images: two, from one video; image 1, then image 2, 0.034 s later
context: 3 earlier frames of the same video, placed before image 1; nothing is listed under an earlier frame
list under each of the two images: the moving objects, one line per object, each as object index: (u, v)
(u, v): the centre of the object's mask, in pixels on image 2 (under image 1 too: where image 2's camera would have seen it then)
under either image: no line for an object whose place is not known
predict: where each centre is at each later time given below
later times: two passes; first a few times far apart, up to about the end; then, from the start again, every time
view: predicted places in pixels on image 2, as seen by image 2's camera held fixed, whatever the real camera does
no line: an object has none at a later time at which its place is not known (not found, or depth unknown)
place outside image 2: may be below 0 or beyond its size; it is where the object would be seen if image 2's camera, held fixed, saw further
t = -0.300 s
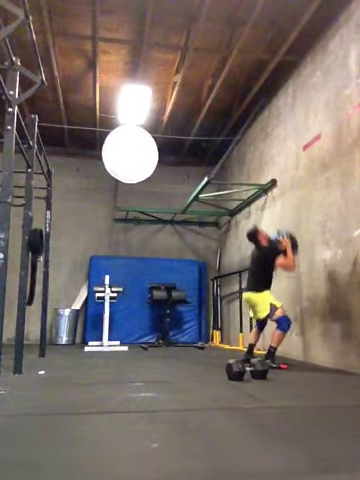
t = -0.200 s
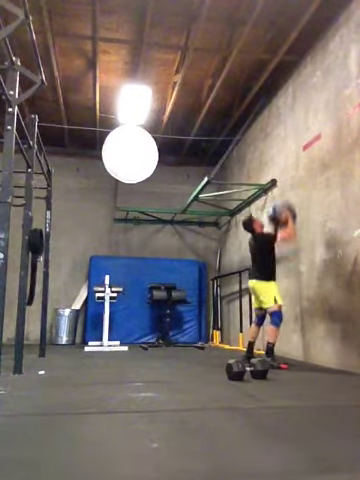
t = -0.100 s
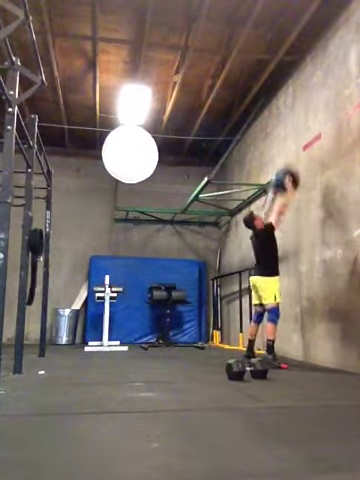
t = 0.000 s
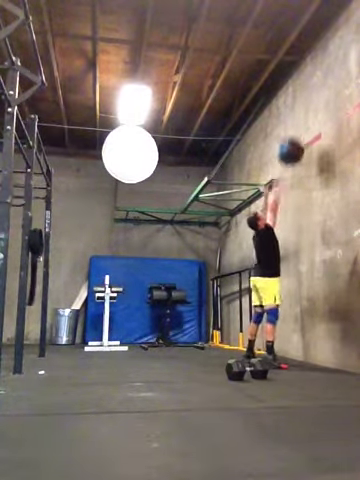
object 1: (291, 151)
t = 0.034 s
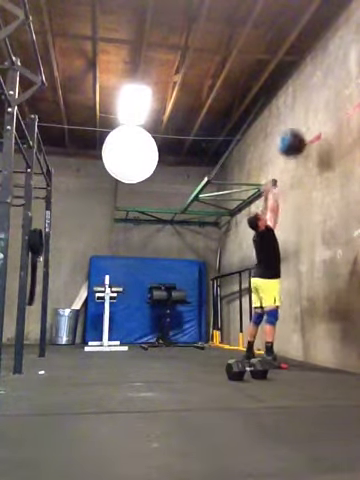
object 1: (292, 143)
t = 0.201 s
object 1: (299, 116)
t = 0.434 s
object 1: (296, 112)
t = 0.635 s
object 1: (291, 140)
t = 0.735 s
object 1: (290, 165)
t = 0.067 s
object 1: (293, 136)
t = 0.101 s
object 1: (295, 130)
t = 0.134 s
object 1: (296, 124)
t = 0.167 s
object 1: (299, 120)
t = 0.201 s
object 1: (299, 116)
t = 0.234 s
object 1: (300, 113)
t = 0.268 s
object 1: (300, 111)
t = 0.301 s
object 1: (300, 110)
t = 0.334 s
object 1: (299, 109)
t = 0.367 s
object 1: (298, 109)
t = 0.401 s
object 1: (297, 110)
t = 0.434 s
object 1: (296, 112)
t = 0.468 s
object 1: (296, 115)
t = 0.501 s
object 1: (294, 118)
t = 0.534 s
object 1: (293, 122)
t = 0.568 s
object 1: (292, 127)
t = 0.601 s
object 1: (292, 132)
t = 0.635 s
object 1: (291, 140)
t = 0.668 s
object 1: (291, 147)
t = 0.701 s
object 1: (290, 155)
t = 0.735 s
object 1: (290, 165)
